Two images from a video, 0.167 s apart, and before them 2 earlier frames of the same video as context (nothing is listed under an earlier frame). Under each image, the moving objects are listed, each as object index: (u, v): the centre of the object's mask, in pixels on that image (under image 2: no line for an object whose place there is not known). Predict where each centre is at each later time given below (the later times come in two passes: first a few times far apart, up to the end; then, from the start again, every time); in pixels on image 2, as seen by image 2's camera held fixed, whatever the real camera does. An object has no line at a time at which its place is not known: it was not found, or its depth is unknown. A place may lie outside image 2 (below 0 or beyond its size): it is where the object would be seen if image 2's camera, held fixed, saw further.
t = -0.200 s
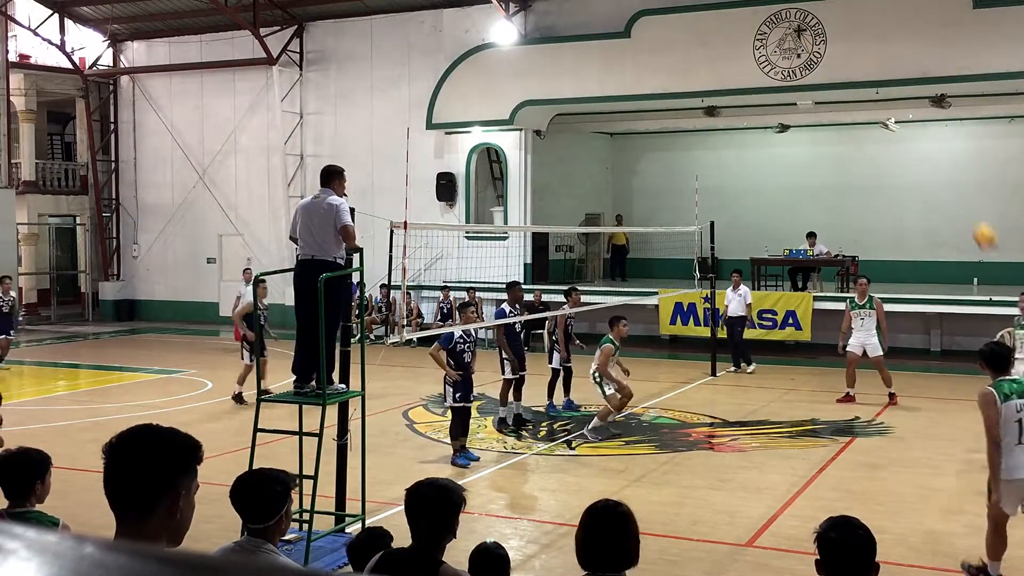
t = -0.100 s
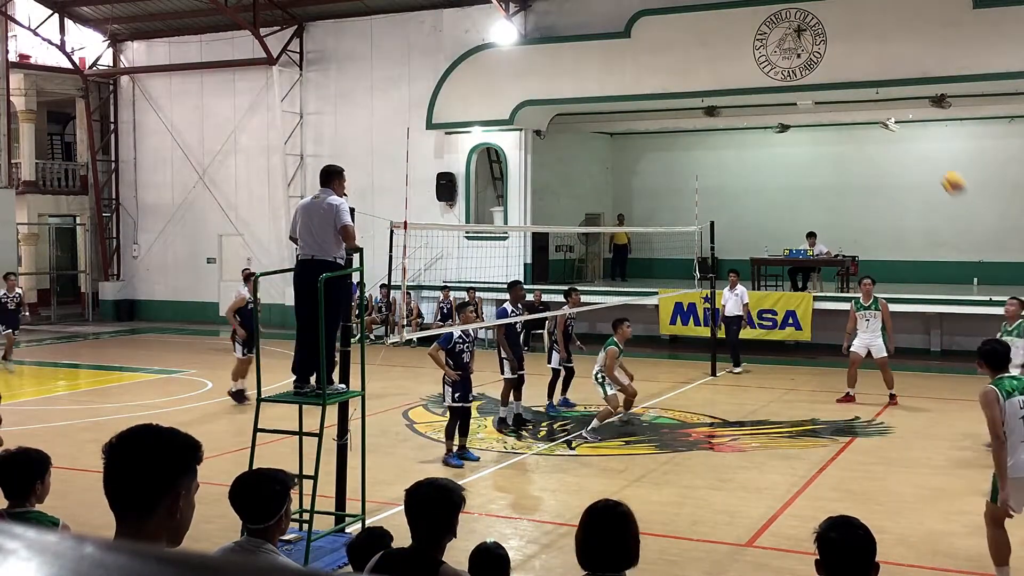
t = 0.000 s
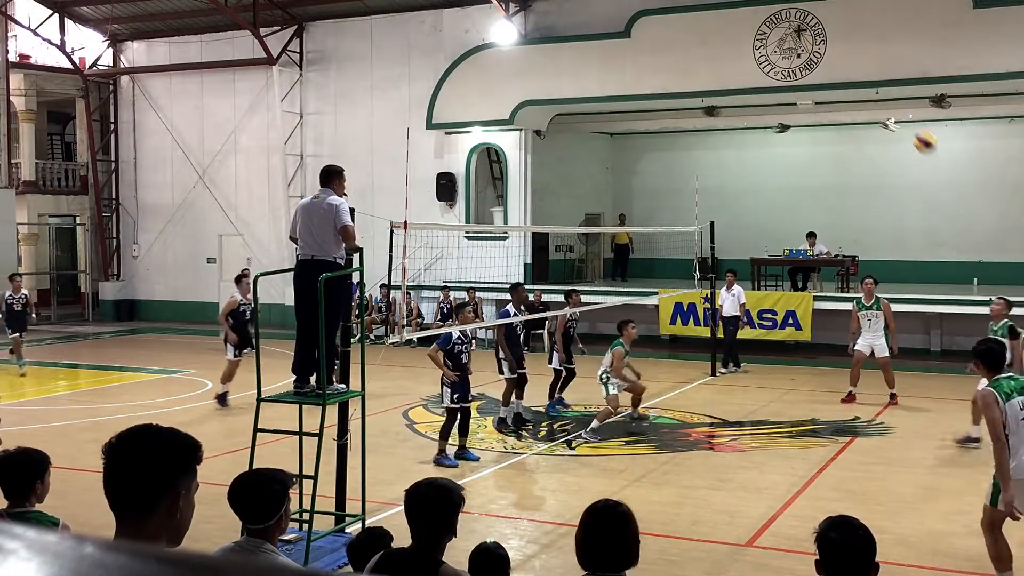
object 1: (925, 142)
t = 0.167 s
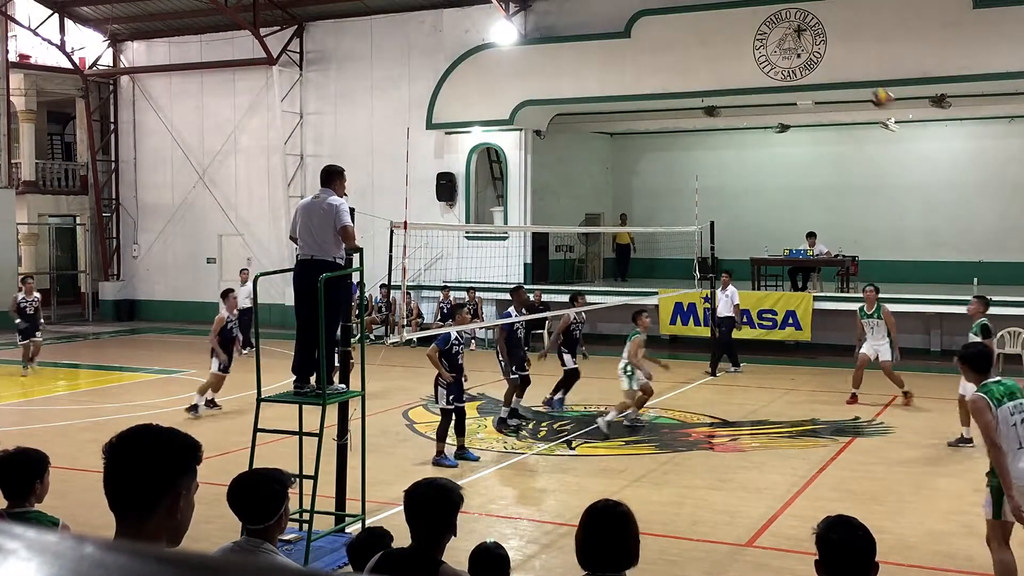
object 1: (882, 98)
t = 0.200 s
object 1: (873, 93)
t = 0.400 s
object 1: (827, 81)
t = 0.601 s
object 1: (783, 104)
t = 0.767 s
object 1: (751, 146)
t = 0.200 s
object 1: (873, 93)
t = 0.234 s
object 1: (866, 89)
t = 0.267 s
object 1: (858, 85)
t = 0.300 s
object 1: (850, 83)
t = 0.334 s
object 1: (841, 81)
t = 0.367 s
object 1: (834, 81)
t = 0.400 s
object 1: (827, 81)
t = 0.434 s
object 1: (819, 83)
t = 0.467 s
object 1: (811, 86)
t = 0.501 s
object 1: (805, 88)
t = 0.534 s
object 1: (798, 93)
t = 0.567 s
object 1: (790, 98)
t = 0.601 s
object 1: (783, 104)
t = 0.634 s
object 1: (776, 110)
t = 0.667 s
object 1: (770, 118)
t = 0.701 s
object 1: (763, 126)
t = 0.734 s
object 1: (757, 136)
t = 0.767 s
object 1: (751, 146)
